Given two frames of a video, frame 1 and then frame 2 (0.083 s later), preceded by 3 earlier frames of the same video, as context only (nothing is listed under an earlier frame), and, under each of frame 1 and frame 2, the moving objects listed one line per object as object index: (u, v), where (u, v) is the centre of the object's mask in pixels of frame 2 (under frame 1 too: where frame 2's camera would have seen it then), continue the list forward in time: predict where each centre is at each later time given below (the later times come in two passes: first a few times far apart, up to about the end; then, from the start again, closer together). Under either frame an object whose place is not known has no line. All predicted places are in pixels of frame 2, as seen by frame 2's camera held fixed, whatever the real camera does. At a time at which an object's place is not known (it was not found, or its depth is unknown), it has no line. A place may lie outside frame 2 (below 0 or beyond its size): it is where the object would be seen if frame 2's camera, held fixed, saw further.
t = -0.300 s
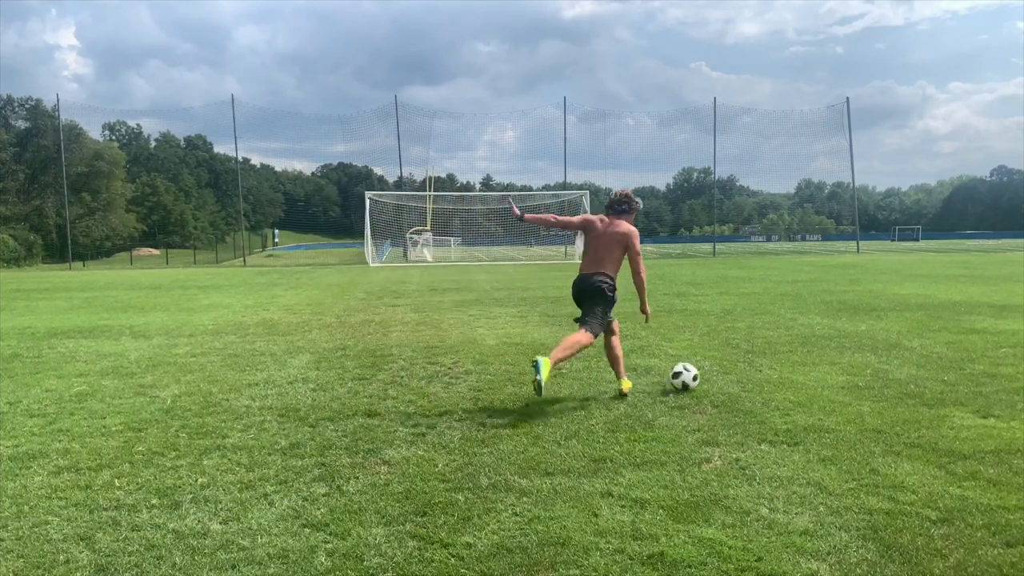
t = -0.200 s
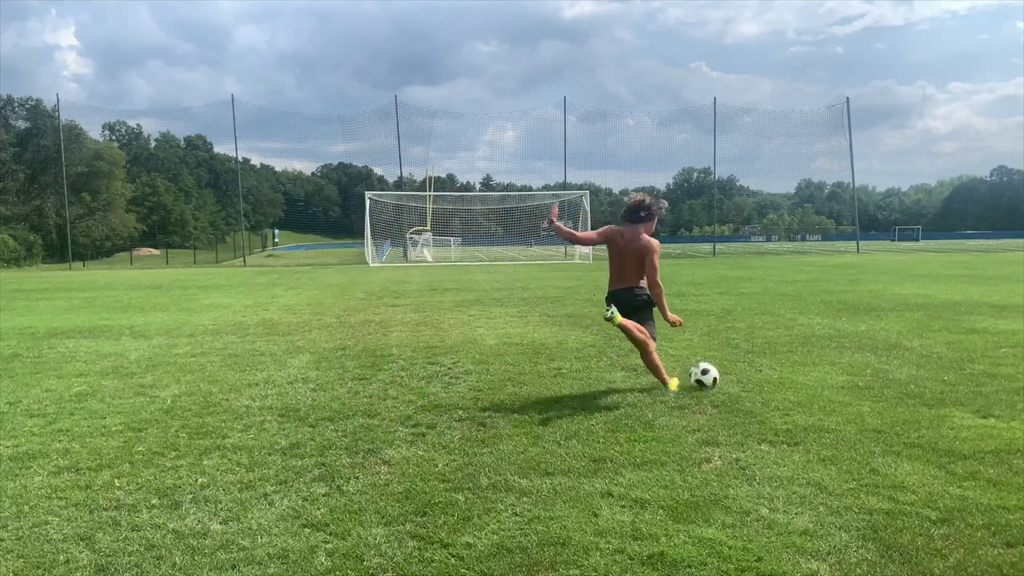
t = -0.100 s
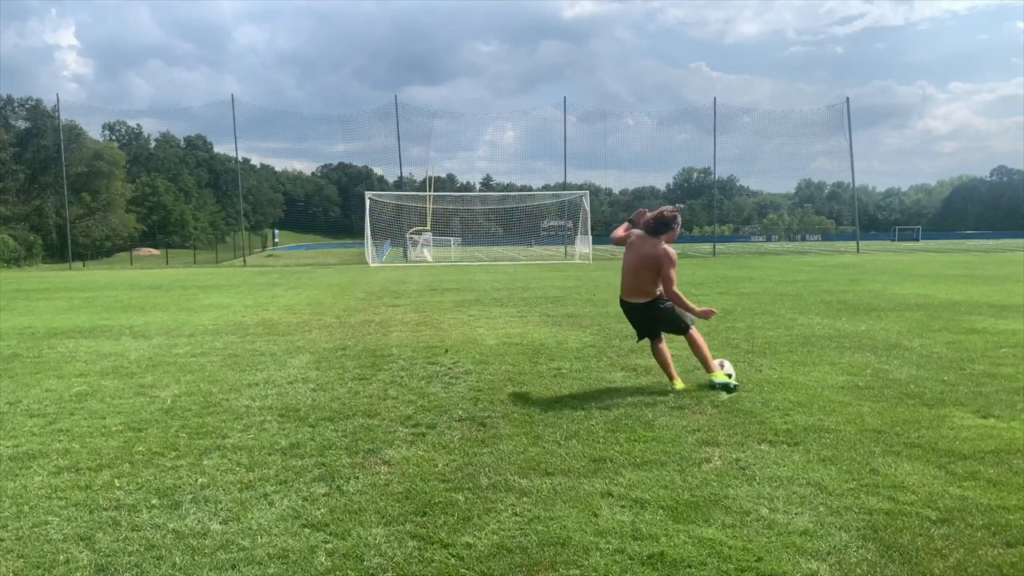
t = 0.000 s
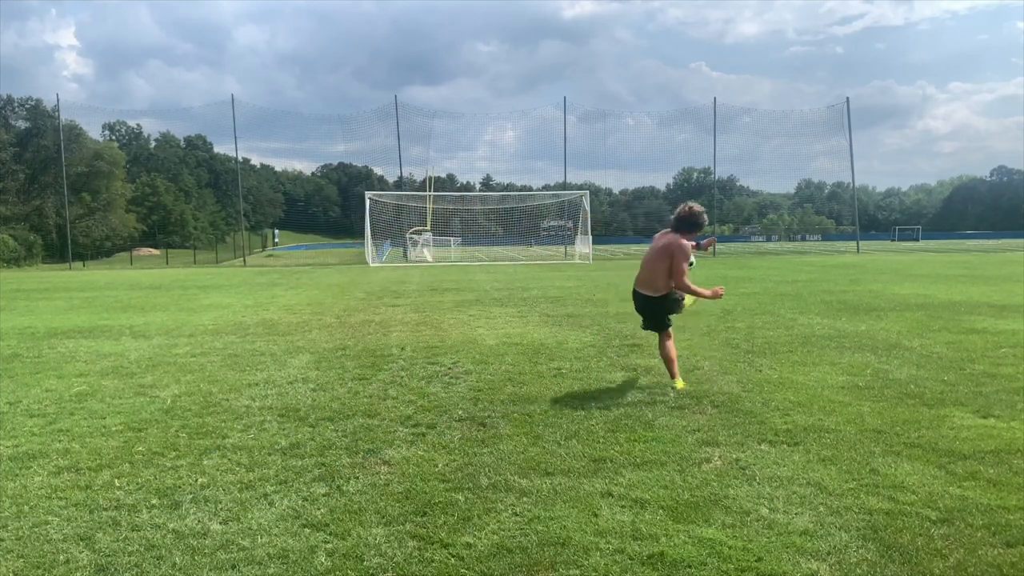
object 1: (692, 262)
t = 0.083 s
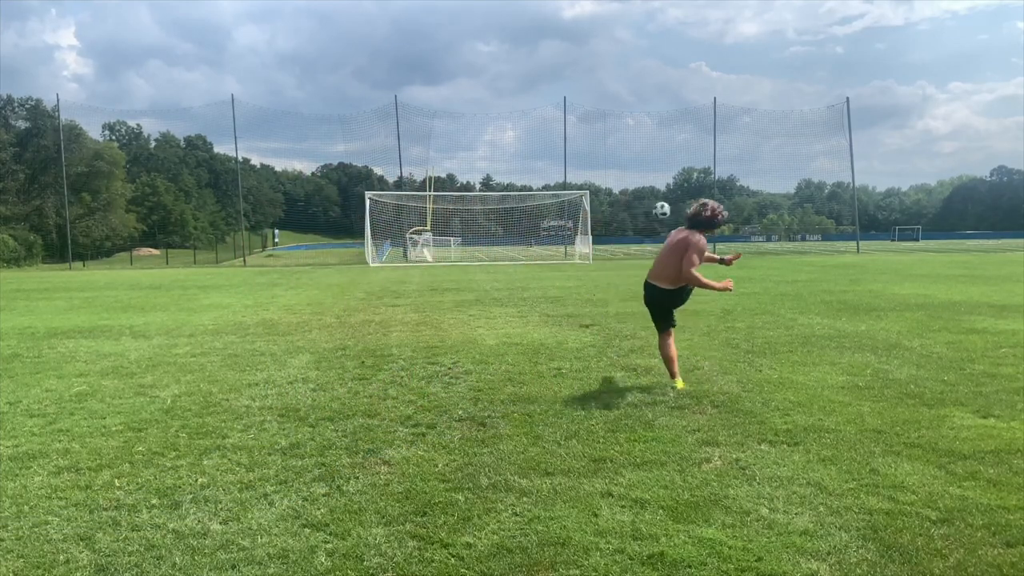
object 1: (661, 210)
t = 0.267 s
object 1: (625, 165)
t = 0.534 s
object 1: (588, 160)
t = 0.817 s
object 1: (557, 185)
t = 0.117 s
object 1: (654, 196)
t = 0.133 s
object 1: (650, 191)
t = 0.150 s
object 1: (647, 186)
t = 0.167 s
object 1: (643, 182)
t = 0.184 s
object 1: (639, 178)
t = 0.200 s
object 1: (637, 175)
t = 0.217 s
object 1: (633, 172)
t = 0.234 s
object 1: (631, 169)
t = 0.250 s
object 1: (628, 167)
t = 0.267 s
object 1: (625, 165)
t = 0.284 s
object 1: (622, 163)
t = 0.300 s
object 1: (620, 161)
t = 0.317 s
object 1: (617, 160)
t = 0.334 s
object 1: (614, 159)
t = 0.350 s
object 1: (612, 158)
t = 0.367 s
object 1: (609, 157)
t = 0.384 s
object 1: (607, 156)
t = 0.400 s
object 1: (605, 156)
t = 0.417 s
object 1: (602, 156)
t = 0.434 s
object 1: (600, 156)
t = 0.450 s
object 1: (598, 156)
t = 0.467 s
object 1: (596, 157)
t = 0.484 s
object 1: (593, 157)
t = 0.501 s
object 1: (592, 158)
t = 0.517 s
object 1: (590, 159)
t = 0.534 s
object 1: (588, 160)
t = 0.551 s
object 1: (586, 160)
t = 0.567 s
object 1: (584, 162)
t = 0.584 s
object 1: (582, 163)
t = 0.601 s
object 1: (580, 164)
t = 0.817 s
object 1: (557, 185)
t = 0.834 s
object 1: (555, 186)
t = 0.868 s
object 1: (553, 186)
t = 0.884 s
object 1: (552, 181)
